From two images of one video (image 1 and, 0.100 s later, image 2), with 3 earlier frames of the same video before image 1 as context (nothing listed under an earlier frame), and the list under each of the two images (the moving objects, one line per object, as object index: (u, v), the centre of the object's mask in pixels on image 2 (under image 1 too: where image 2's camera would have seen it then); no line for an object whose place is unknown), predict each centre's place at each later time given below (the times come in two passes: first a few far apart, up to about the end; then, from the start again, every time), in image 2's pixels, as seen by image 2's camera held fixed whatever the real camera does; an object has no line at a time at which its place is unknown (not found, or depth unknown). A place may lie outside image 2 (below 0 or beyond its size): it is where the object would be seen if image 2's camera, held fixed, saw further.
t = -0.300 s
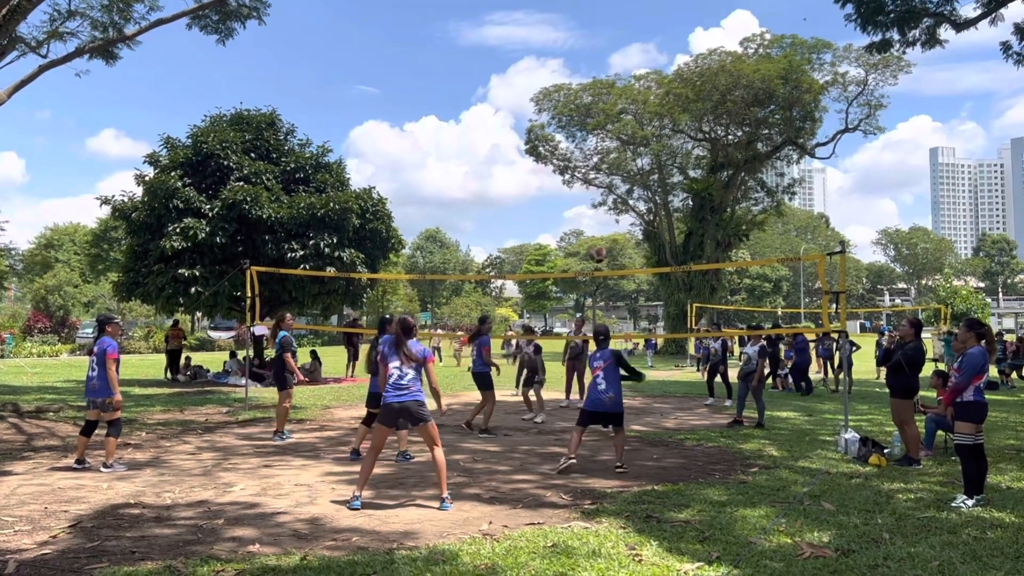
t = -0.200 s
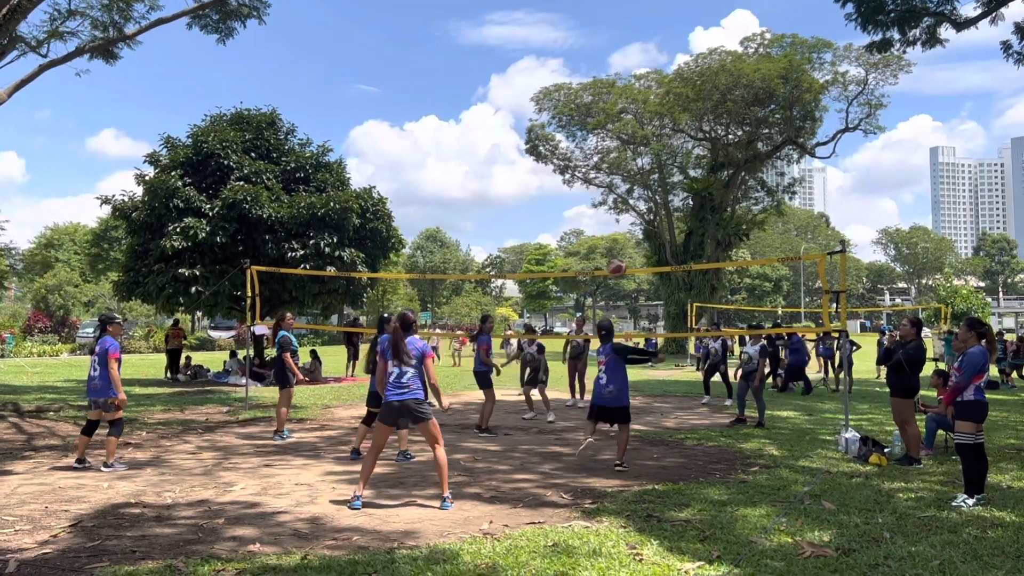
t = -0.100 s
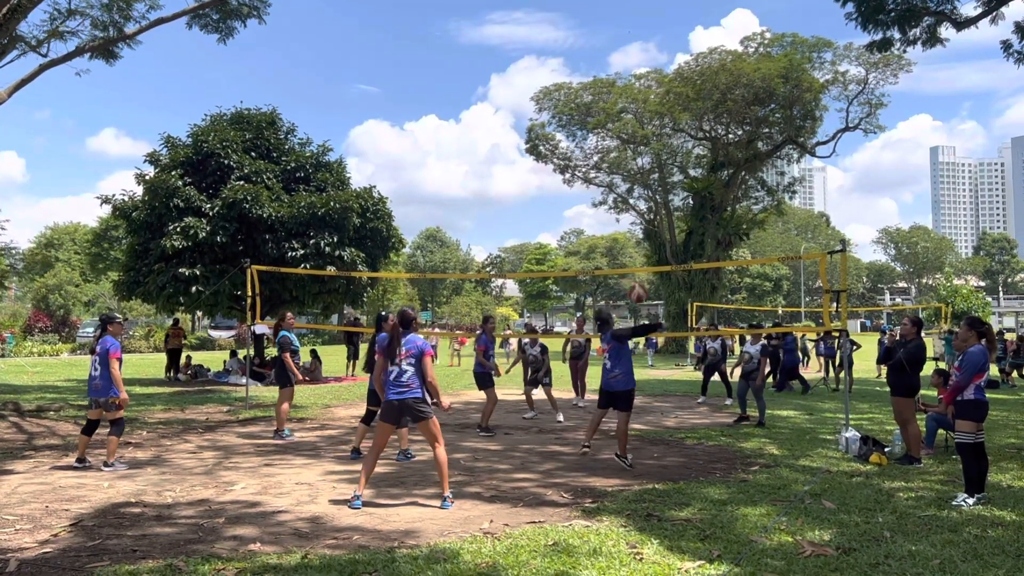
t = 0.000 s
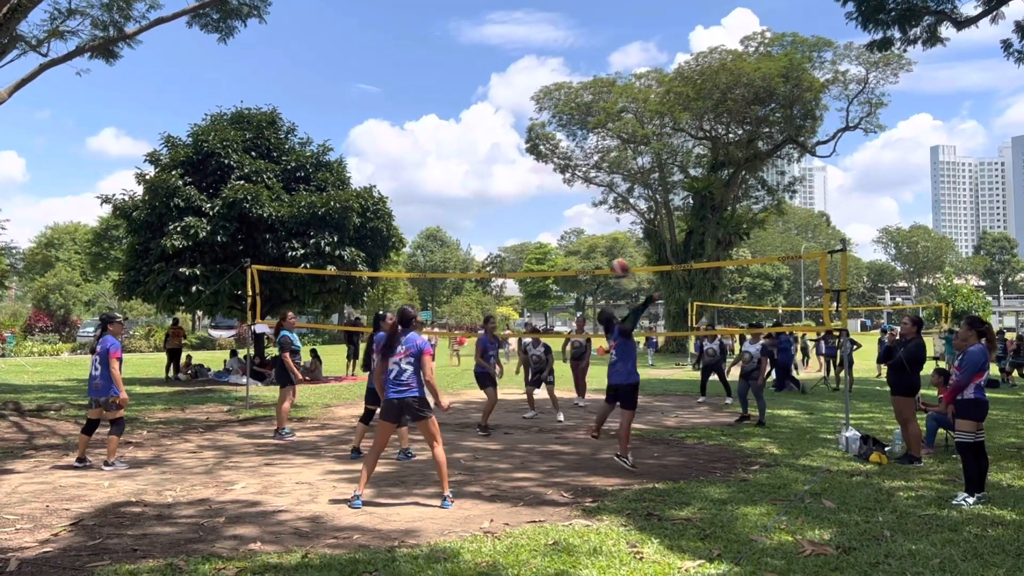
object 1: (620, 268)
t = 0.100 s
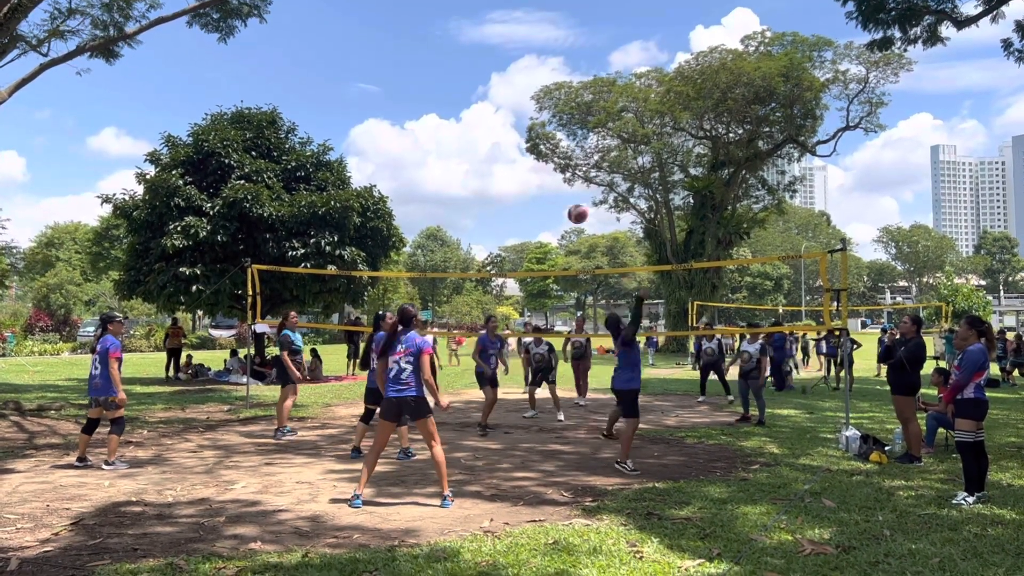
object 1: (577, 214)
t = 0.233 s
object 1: (523, 159)
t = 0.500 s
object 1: (419, 104)
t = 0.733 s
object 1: (334, 109)
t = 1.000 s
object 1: (242, 172)
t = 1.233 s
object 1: (166, 275)
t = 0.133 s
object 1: (564, 198)
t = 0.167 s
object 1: (550, 184)
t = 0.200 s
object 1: (536, 171)
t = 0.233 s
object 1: (523, 159)
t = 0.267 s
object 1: (509, 149)
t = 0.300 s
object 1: (496, 139)
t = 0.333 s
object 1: (483, 130)
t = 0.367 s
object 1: (470, 123)
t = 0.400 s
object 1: (457, 117)
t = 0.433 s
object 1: (445, 111)
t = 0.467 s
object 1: (432, 107)
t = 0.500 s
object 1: (419, 104)
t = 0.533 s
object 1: (407, 101)
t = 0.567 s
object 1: (394, 100)
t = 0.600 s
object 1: (382, 100)
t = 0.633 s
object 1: (370, 101)
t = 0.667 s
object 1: (358, 103)
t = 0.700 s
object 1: (346, 105)
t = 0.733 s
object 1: (334, 109)
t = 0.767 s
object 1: (321, 114)
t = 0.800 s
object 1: (310, 119)
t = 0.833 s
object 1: (298, 126)
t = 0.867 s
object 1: (287, 132)
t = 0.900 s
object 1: (276, 141)
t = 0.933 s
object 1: (264, 151)
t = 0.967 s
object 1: (253, 161)
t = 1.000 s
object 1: (242, 172)
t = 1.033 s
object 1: (230, 184)
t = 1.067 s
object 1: (220, 197)
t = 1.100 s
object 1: (209, 211)
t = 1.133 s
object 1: (198, 226)
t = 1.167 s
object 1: (187, 242)
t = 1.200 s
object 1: (177, 258)
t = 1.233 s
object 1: (166, 275)
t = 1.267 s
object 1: (155, 293)
